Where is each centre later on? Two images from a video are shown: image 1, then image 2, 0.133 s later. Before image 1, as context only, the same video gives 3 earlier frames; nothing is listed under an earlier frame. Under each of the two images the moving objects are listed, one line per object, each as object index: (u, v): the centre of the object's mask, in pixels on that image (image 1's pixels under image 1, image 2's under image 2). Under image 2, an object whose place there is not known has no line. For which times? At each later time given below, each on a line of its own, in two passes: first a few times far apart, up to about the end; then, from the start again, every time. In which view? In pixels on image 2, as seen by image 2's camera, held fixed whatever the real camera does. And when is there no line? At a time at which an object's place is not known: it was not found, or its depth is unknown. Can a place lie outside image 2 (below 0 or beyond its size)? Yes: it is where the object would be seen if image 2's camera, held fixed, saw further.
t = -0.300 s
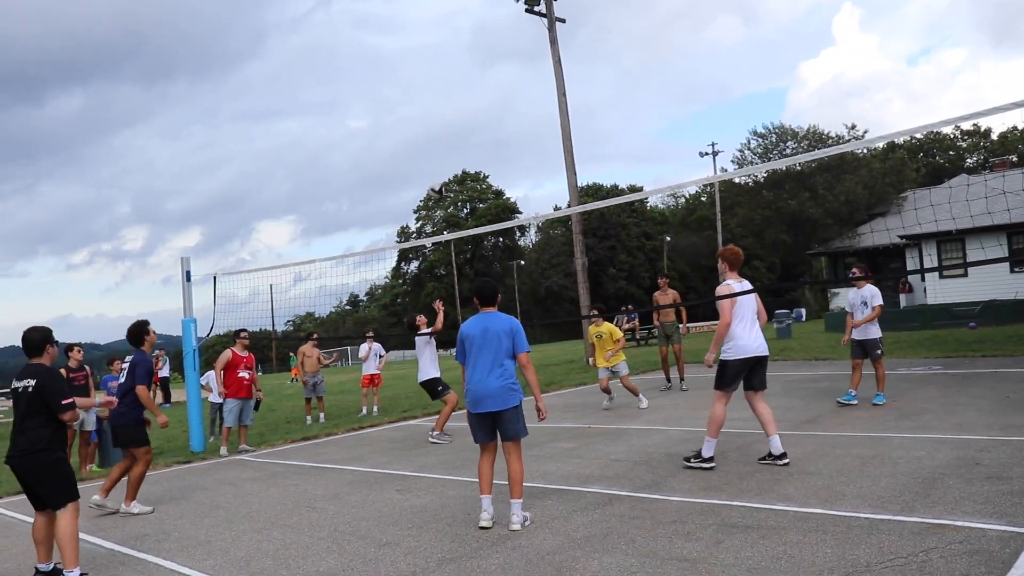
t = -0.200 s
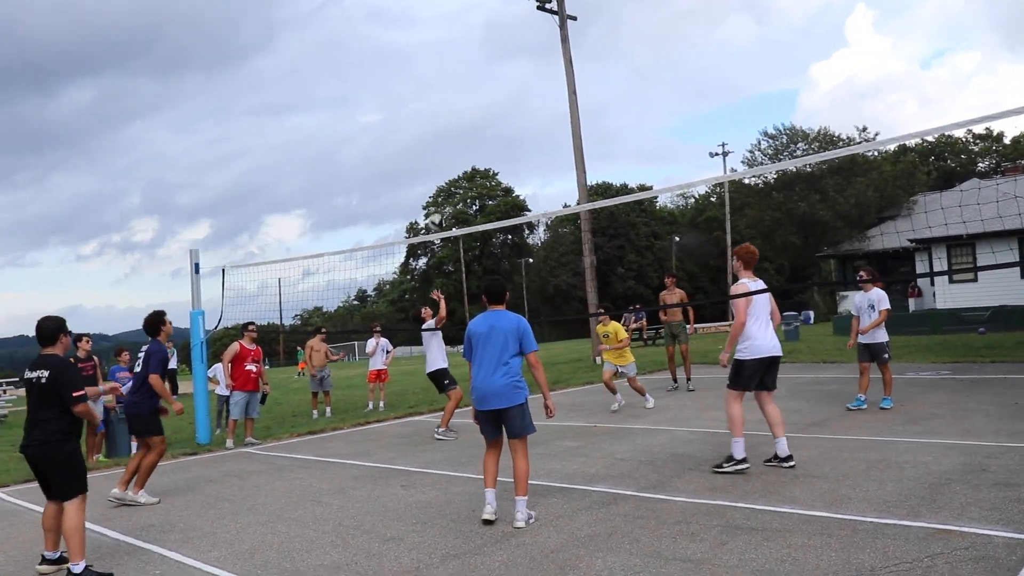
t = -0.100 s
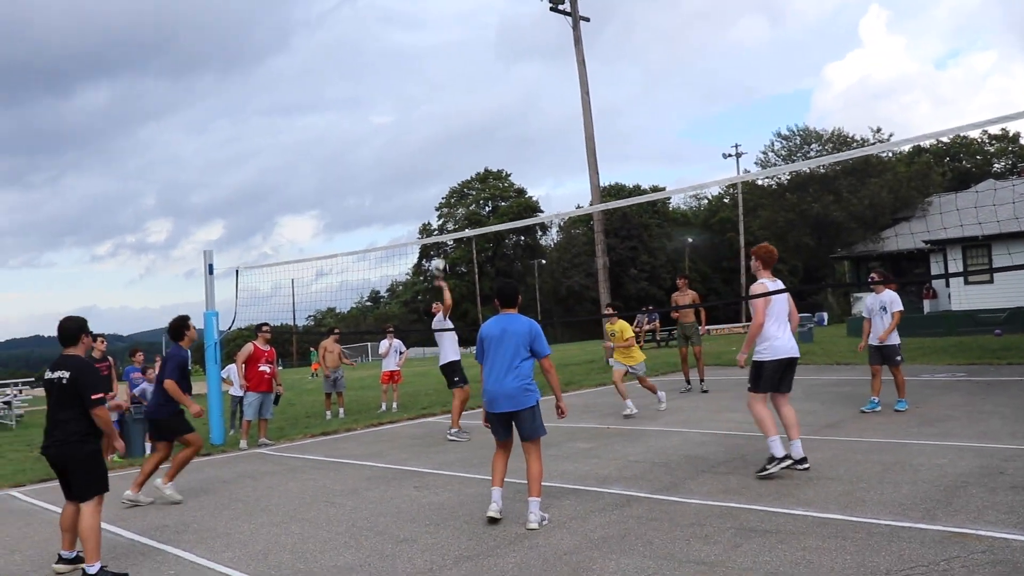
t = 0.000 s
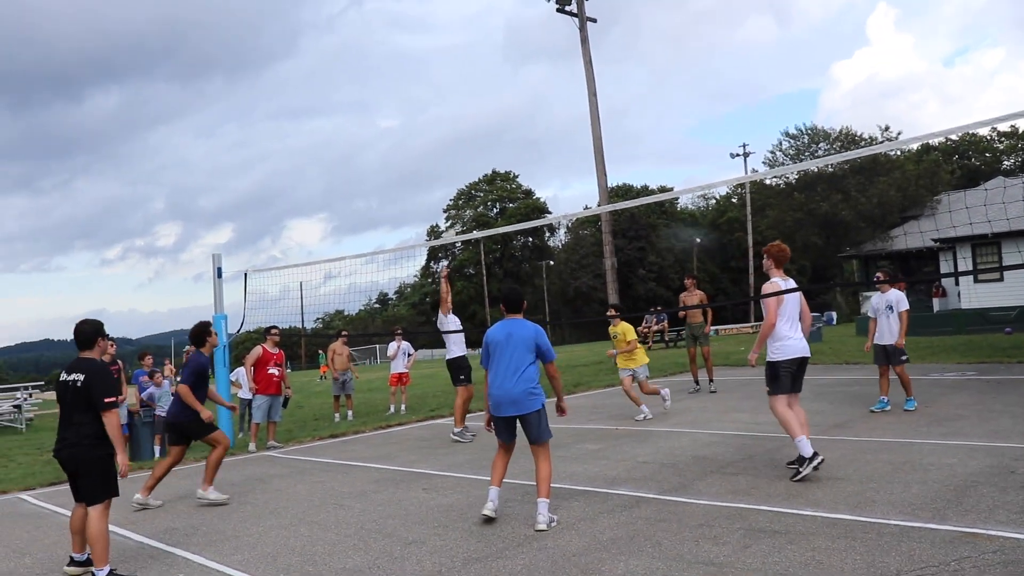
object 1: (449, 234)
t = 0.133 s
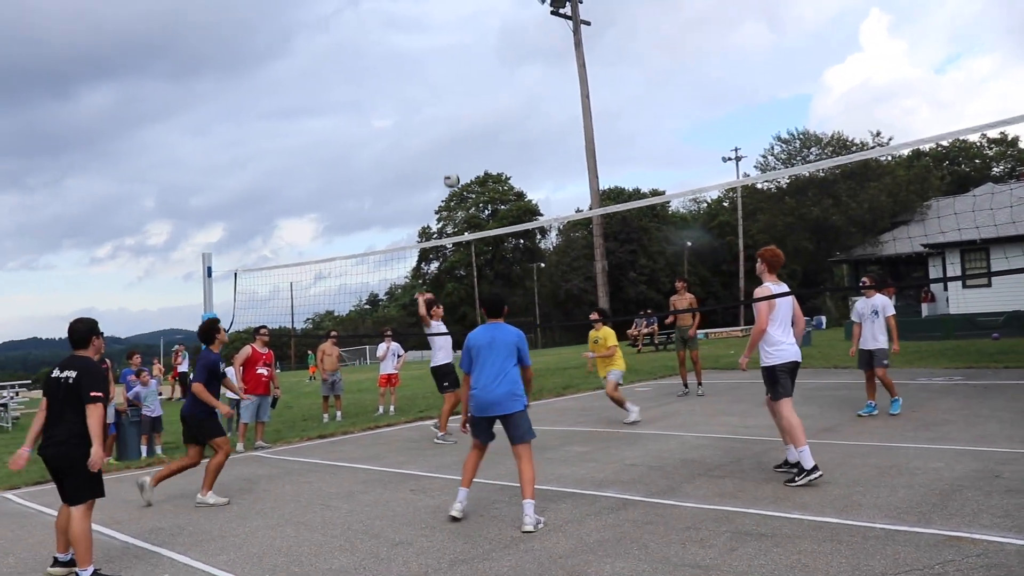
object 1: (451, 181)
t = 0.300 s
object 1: (464, 126)
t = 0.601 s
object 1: (491, 81)
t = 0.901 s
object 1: (522, 107)
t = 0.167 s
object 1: (454, 169)
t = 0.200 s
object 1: (456, 156)
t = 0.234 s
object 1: (459, 145)
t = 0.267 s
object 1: (461, 136)
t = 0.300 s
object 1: (464, 126)
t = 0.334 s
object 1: (467, 117)
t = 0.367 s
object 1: (470, 110)
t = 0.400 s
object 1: (473, 103)
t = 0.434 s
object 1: (477, 97)
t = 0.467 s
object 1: (479, 93)
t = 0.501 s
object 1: (482, 88)
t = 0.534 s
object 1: (485, 85)
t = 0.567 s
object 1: (488, 83)
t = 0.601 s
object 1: (491, 81)
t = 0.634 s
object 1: (494, 80)
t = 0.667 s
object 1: (498, 80)
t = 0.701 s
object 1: (501, 81)
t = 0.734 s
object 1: (504, 83)
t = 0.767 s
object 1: (508, 86)
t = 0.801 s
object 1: (511, 90)
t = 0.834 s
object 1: (515, 95)
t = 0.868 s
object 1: (518, 100)
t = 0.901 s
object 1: (522, 107)
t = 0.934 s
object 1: (525, 115)
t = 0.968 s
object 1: (529, 124)
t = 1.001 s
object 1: (533, 134)
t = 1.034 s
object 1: (537, 145)
